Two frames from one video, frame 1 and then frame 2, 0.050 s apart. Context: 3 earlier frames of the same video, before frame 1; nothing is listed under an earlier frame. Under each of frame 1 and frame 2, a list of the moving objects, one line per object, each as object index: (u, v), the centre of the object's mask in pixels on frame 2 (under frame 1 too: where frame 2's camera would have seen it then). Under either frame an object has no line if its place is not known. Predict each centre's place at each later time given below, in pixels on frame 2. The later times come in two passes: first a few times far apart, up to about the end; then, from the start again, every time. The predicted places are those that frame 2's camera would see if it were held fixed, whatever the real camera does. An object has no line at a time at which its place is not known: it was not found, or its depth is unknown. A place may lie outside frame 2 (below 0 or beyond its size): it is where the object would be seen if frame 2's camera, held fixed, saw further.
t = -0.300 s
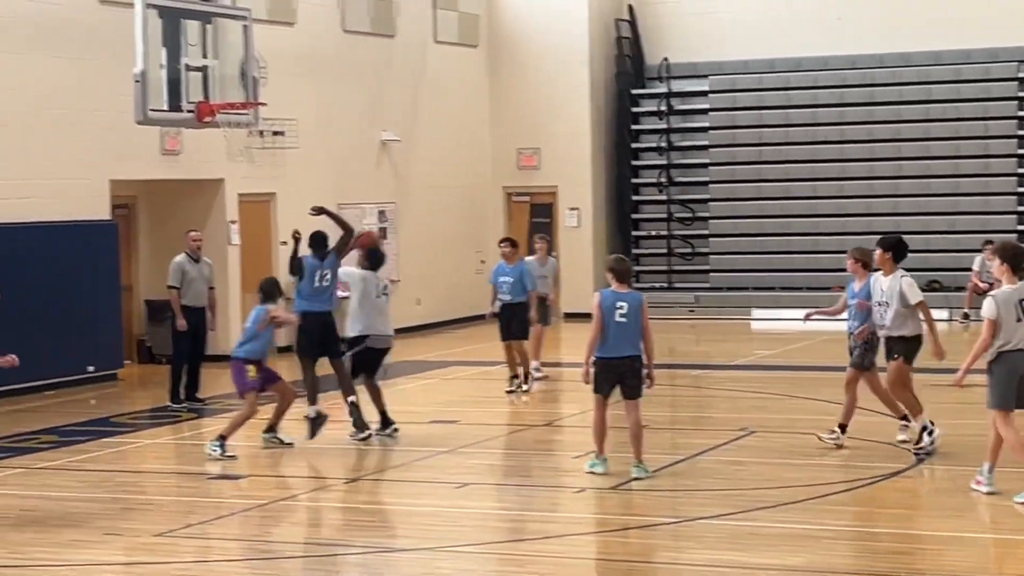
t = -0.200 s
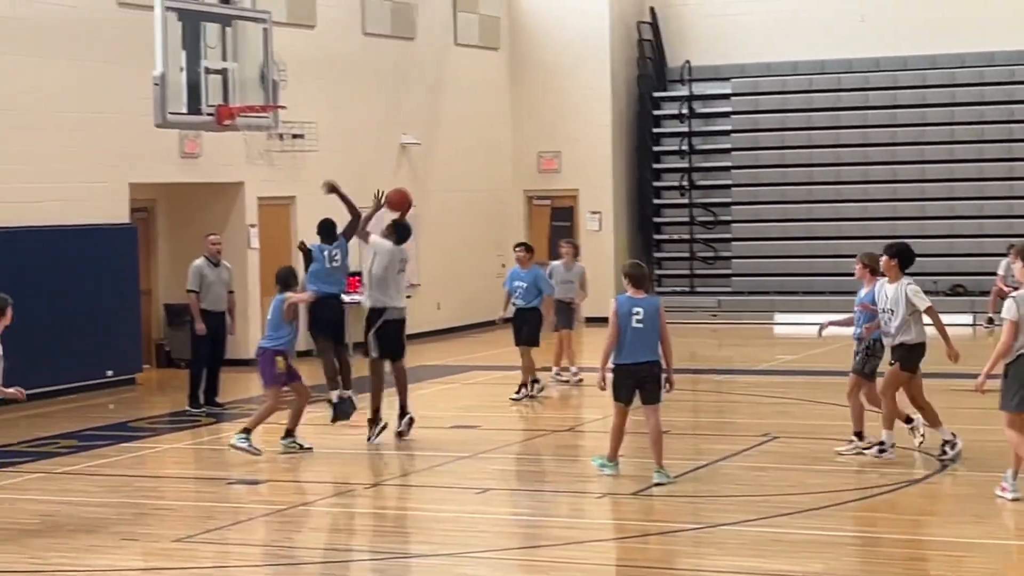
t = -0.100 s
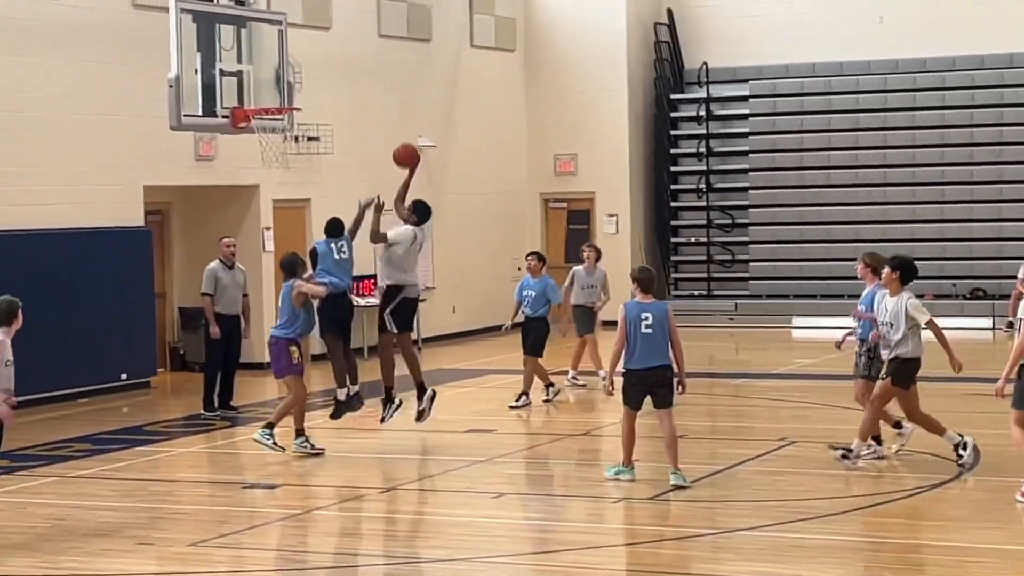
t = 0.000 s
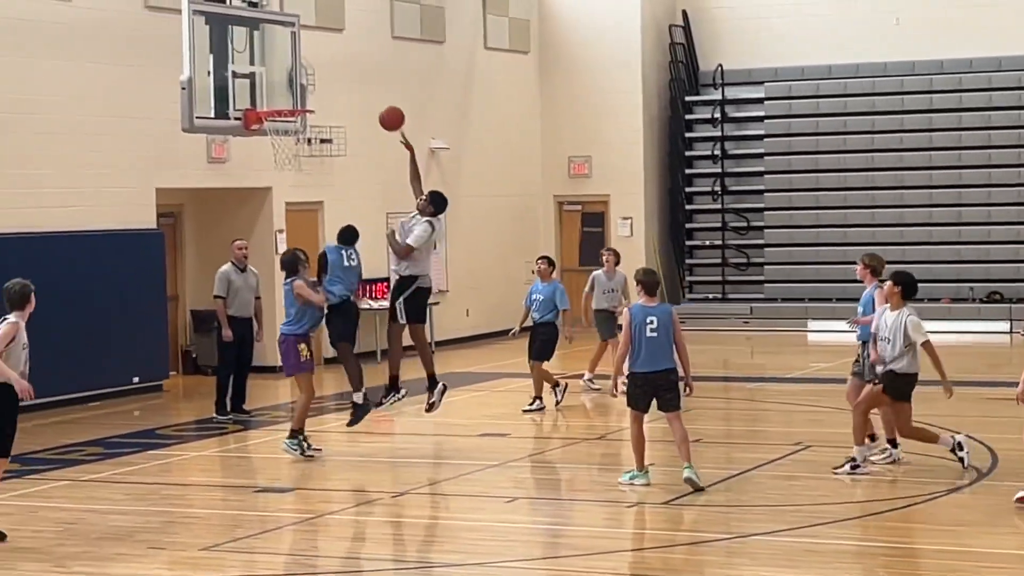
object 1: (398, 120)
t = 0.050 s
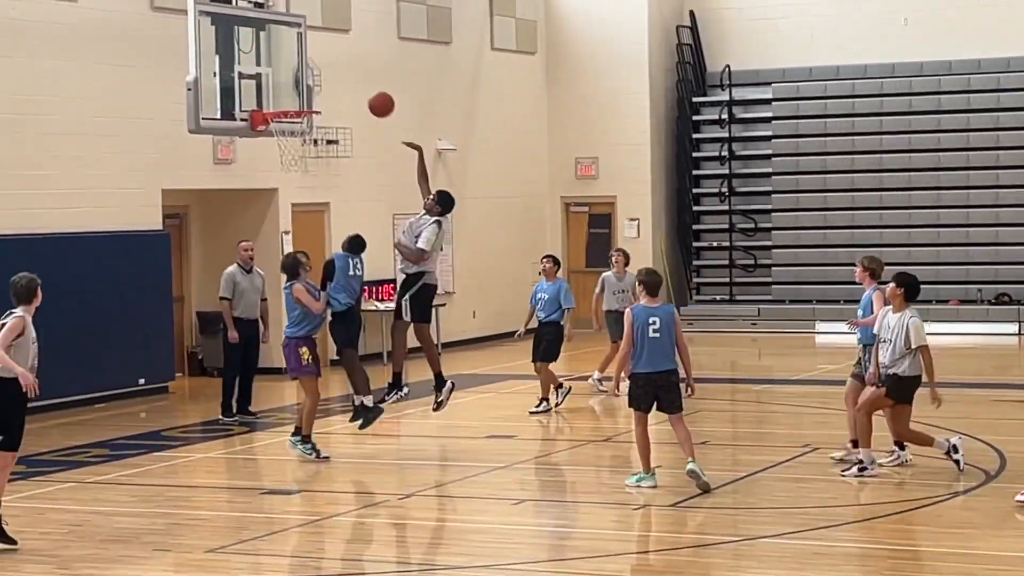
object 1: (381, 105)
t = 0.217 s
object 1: (325, 74)
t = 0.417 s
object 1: (293, 78)
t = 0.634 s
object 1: (303, 97)
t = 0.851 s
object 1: (284, 96)
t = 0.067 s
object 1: (376, 100)
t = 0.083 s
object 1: (370, 96)
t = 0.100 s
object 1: (364, 92)
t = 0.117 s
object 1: (359, 89)
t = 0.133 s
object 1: (353, 86)
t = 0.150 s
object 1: (348, 83)
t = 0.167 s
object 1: (342, 80)
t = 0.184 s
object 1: (337, 78)
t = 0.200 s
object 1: (331, 76)
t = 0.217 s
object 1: (325, 74)
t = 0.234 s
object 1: (320, 73)
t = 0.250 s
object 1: (314, 72)
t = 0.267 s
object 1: (309, 71)
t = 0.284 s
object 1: (303, 71)
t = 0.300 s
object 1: (297, 70)
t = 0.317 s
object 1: (291, 71)
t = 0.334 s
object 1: (286, 71)
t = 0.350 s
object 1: (285, 72)
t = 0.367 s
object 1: (287, 73)
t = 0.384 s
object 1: (289, 74)
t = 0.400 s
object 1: (291, 76)
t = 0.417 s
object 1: (293, 78)
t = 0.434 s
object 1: (296, 80)
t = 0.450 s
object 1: (298, 82)
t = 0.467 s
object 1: (300, 85)
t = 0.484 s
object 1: (303, 88)
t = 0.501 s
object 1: (305, 91)
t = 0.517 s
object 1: (307, 95)
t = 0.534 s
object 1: (310, 99)
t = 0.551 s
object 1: (311, 100)
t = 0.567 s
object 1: (309, 99)
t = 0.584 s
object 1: (308, 98)
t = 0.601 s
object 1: (306, 98)
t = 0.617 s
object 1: (305, 97)
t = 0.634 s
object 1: (303, 97)
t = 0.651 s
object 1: (302, 98)
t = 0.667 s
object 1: (300, 98)
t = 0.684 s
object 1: (299, 98)
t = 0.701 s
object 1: (297, 99)
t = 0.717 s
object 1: (296, 100)
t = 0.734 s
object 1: (294, 99)
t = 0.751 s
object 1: (293, 98)
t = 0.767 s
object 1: (291, 97)
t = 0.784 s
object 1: (290, 97)
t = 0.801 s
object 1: (288, 96)
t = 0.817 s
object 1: (287, 96)
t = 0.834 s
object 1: (286, 96)
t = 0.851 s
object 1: (284, 96)
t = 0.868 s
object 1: (283, 97)
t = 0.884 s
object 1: (282, 97)
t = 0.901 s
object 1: (281, 98)
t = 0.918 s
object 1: (279, 99)
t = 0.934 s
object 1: (279, 99)
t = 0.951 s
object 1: (279, 99)
